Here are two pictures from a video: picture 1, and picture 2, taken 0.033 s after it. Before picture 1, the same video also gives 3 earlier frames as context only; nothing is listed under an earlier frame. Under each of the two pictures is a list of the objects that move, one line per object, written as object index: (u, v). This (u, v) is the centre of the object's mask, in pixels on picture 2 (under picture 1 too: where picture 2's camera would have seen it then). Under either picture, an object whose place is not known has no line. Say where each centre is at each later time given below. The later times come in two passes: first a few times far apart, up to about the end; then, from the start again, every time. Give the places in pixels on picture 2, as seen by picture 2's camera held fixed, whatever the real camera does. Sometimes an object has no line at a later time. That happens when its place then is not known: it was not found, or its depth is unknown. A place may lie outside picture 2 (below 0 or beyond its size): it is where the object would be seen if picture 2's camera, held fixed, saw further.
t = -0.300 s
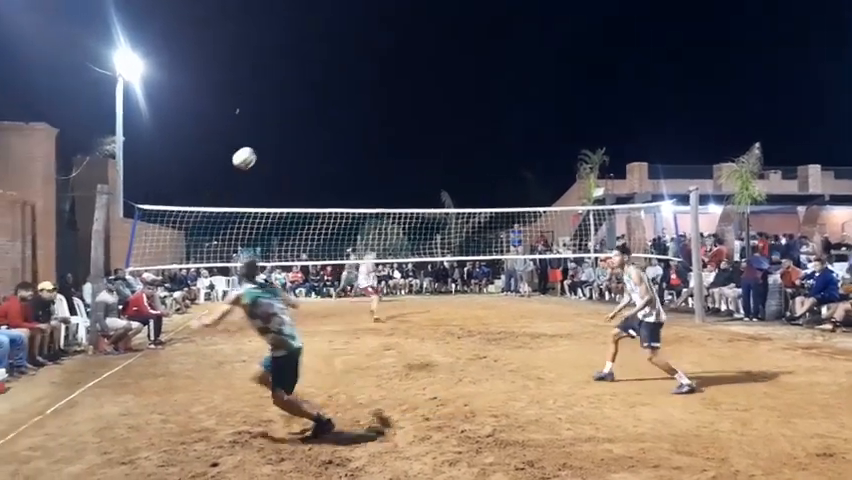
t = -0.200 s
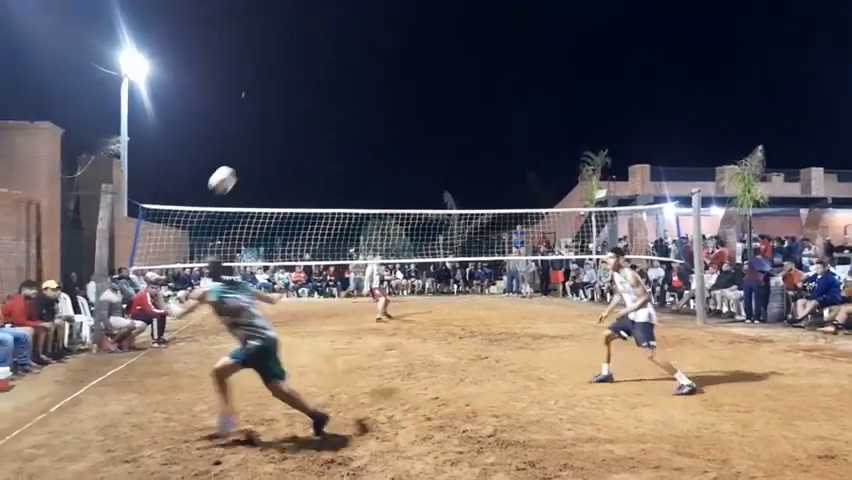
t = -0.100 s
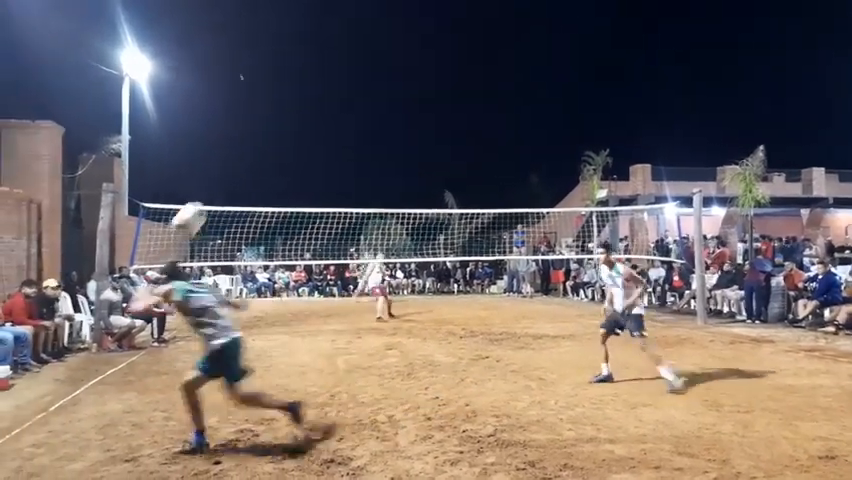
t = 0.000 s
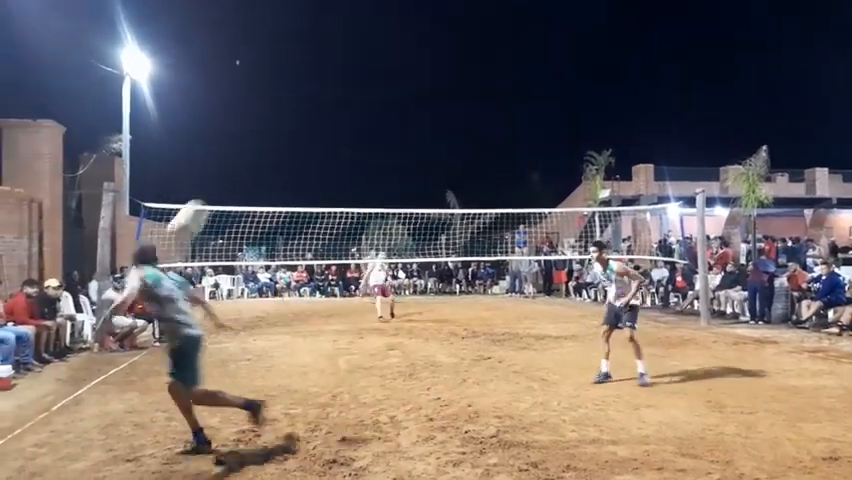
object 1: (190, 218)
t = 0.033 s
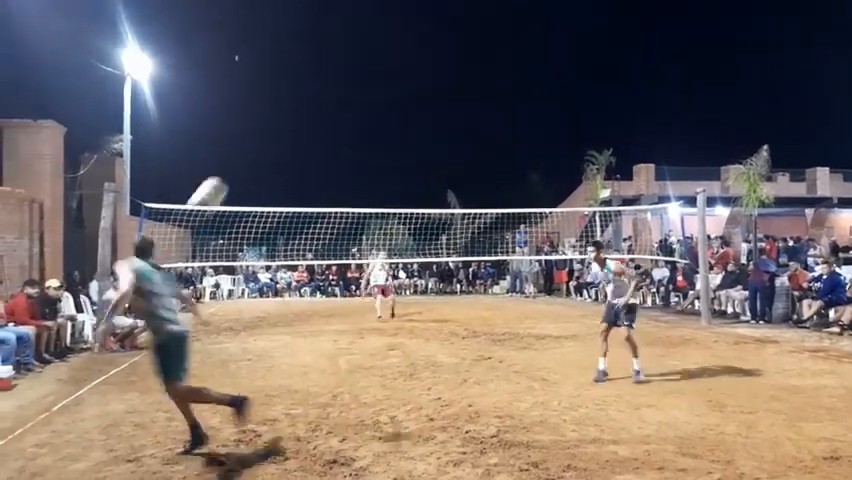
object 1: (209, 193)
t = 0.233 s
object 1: (309, 93)
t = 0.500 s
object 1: (422, 39)
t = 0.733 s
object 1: (504, 53)
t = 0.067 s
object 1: (226, 175)
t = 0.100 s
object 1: (243, 156)
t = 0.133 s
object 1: (261, 138)
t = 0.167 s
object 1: (277, 121)
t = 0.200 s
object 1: (293, 106)
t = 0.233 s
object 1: (309, 93)
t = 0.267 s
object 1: (323, 82)
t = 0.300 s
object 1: (338, 72)
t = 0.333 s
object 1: (353, 63)
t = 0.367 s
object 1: (368, 56)
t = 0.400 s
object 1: (381, 49)
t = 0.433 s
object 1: (395, 45)
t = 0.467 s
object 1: (408, 41)
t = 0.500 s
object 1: (422, 39)
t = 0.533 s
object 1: (433, 38)
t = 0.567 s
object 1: (446, 38)
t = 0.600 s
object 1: (458, 39)
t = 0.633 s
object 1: (471, 41)
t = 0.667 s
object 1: (482, 44)
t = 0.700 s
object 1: (493, 48)
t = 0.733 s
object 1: (504, 53)
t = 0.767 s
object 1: (515, 58)
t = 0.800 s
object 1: (526, 65)
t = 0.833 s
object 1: (537, 73)
